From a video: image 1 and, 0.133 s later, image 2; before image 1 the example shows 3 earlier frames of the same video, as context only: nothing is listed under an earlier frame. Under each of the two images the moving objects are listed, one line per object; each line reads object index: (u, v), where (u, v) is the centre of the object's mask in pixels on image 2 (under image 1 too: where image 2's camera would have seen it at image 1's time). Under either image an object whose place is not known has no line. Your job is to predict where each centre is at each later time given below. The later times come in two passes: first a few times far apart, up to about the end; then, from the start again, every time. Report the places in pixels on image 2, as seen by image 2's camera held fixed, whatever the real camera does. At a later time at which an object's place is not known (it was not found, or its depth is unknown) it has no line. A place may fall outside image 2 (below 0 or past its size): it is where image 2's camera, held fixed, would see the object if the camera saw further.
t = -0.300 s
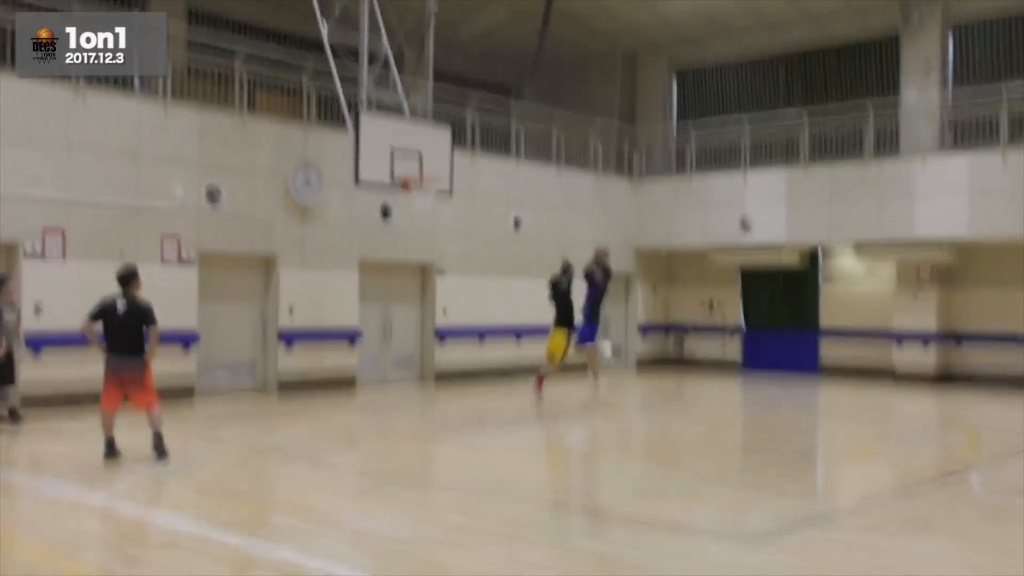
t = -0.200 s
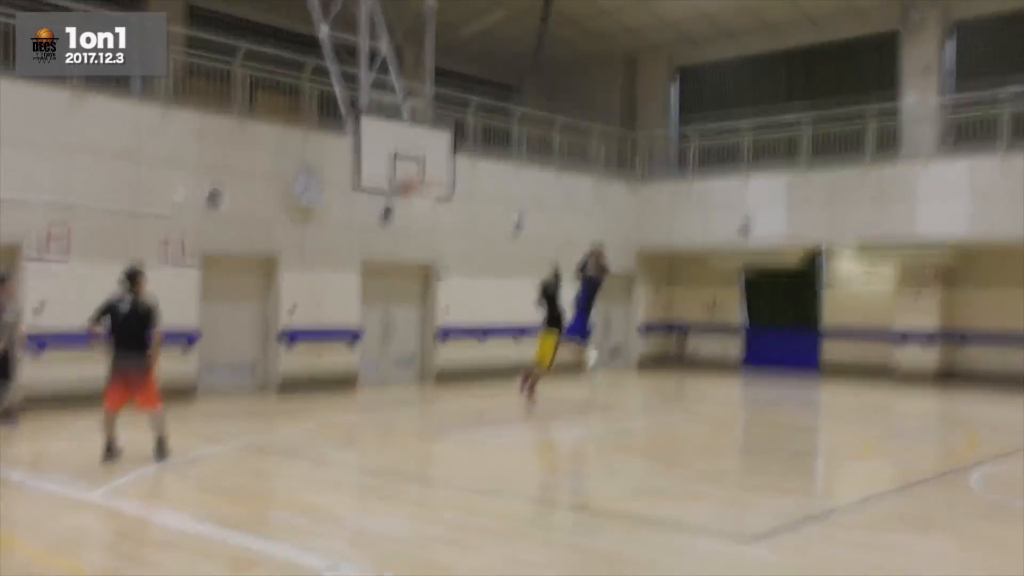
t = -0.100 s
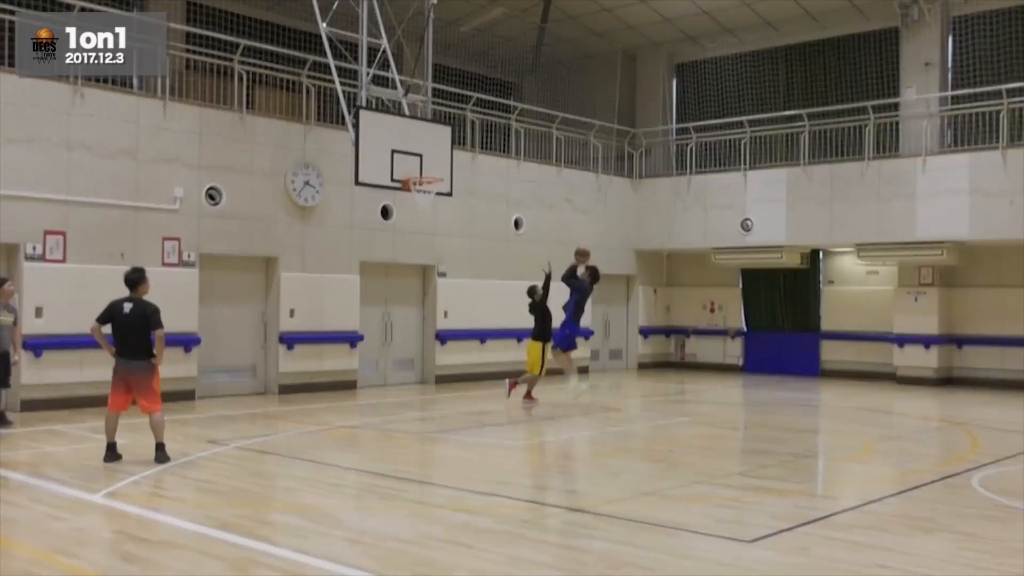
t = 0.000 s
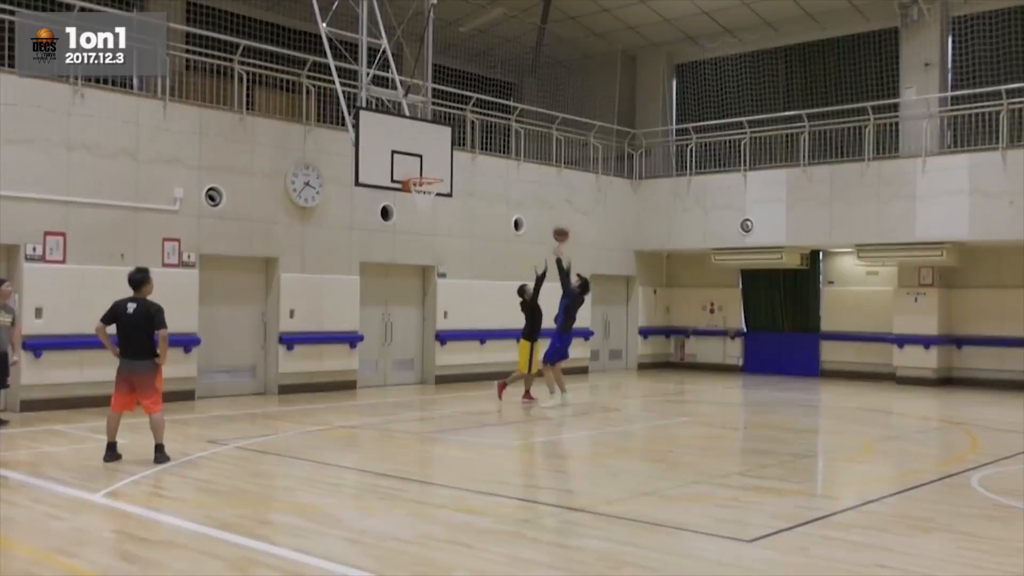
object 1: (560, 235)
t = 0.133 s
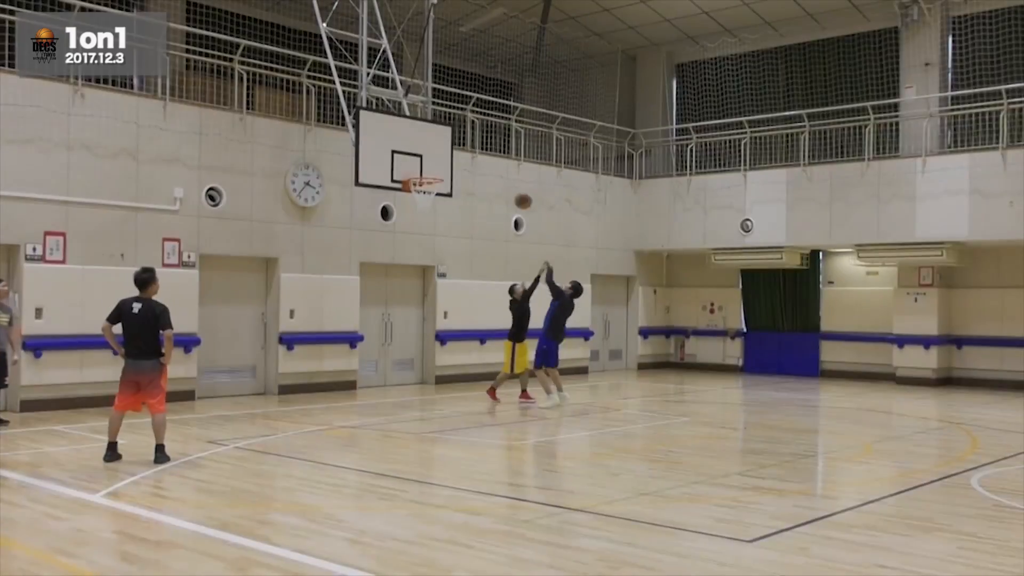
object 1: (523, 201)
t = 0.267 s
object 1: (484, 181)
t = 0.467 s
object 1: (427, 171)
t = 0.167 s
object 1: (513, 195)
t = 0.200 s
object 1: (503, 190)
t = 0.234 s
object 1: (494, 185)
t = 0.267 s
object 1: (484, 181)
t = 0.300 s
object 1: (475, 178)
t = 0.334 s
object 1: (466, 178)
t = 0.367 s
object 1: (455, 170)
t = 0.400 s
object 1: (446, 176)
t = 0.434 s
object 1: (437, 172)
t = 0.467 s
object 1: (427, 171)
